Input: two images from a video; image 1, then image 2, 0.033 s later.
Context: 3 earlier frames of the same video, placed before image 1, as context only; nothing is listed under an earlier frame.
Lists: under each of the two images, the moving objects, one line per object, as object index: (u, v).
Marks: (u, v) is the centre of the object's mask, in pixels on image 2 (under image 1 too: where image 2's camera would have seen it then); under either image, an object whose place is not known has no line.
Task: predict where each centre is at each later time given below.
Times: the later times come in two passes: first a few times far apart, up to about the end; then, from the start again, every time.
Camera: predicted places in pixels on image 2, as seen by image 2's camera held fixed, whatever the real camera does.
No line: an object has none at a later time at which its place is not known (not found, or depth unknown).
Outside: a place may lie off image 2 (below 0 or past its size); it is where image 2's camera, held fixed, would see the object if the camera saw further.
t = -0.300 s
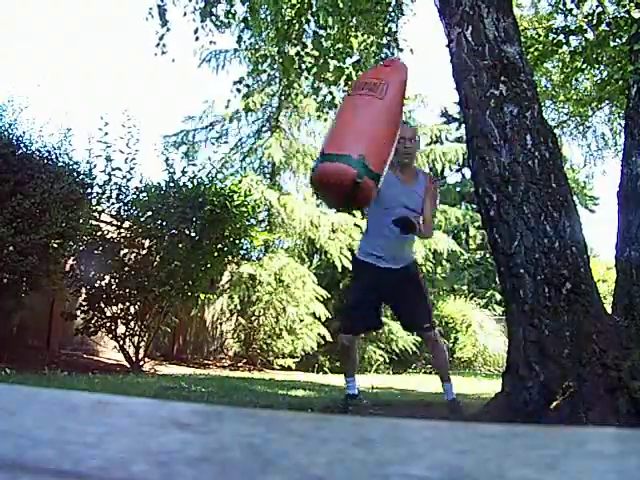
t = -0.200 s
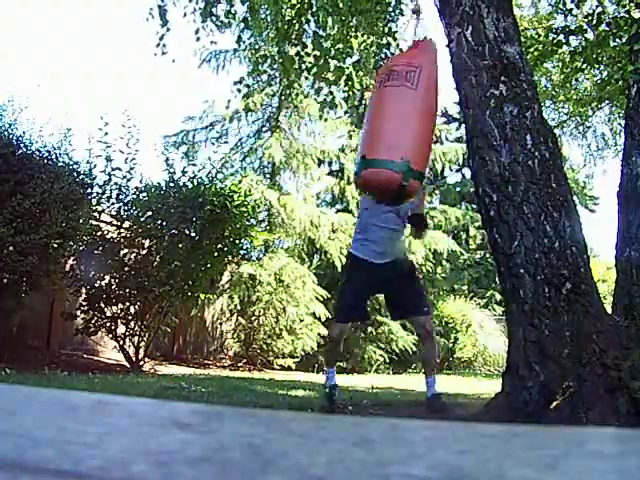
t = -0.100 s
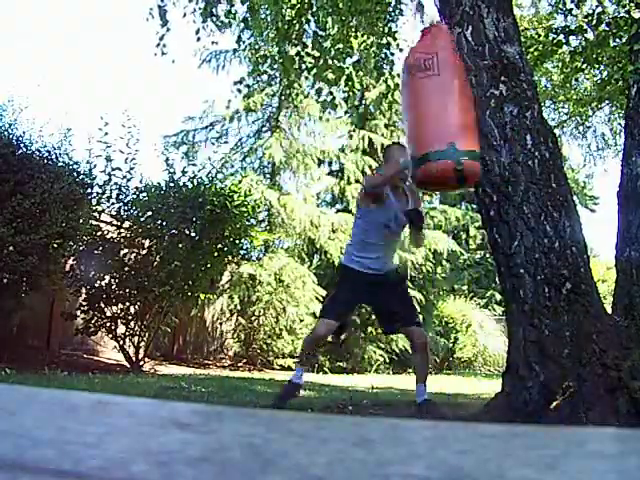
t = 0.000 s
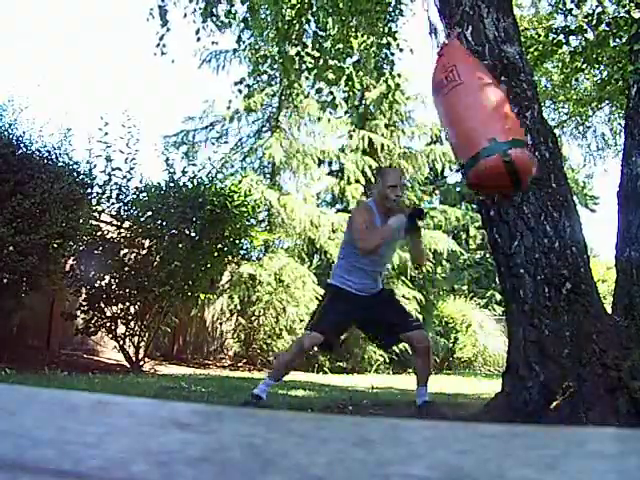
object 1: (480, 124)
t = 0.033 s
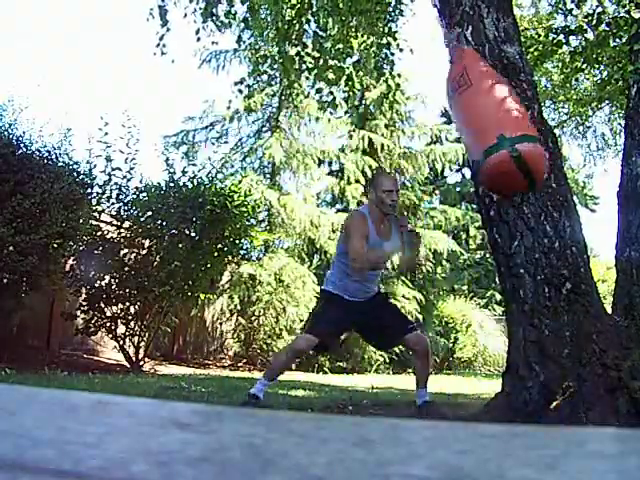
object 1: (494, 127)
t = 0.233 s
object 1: (543, 114)
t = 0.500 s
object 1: (547, 130)
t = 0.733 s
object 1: (522, 139)
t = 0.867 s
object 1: (490, 146)
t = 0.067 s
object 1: (505, 124)
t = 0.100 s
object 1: (514, 118)
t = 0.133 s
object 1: (523, 114)
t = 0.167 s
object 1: (532, 113)
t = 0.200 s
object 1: (538, 112)
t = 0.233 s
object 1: (543, 114)
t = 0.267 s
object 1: (546, 118)
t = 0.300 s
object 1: (548, 123)
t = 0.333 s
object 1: (548, 126)
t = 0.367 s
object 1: (544, 130)
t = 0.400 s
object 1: (543, 130)
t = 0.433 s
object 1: (544, 131)
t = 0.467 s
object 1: (545, 131)
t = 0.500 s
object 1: (547, 130)
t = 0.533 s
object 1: (546, 131)
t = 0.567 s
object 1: (544, 131)
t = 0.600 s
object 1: (542, 131)
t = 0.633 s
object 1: (539, 133)
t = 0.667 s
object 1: (535, 135)
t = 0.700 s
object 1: (529, 137)
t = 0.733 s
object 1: (522, 139)
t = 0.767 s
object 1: (514, 139)
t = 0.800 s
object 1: (506, 140)
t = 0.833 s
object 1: (498, 143)
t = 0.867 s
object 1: (490, 146)
